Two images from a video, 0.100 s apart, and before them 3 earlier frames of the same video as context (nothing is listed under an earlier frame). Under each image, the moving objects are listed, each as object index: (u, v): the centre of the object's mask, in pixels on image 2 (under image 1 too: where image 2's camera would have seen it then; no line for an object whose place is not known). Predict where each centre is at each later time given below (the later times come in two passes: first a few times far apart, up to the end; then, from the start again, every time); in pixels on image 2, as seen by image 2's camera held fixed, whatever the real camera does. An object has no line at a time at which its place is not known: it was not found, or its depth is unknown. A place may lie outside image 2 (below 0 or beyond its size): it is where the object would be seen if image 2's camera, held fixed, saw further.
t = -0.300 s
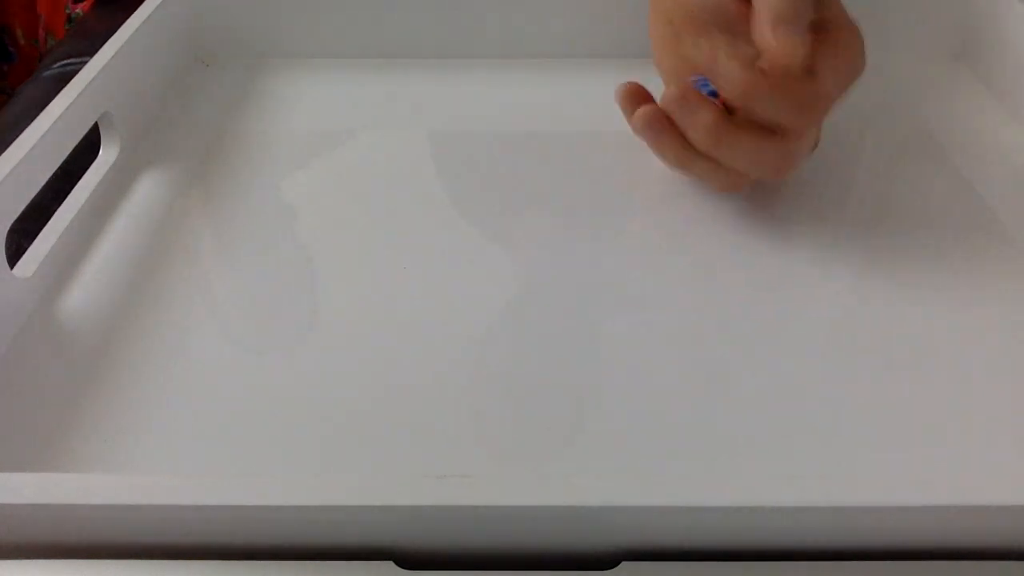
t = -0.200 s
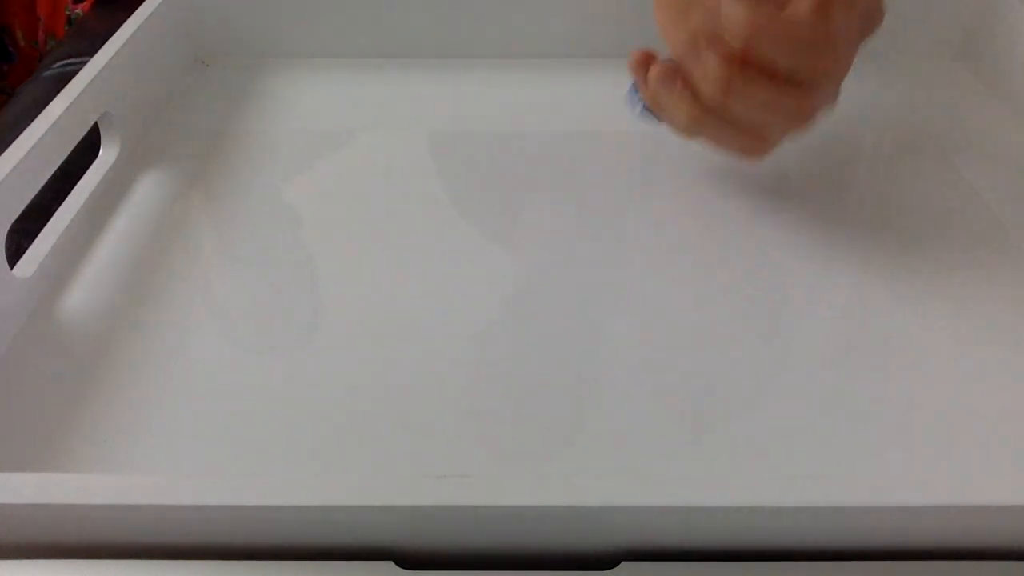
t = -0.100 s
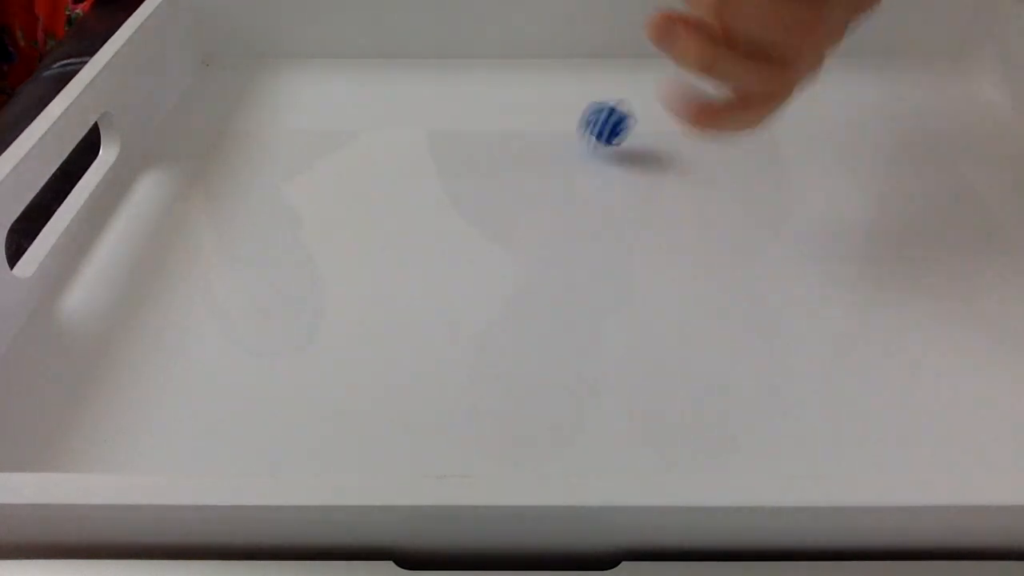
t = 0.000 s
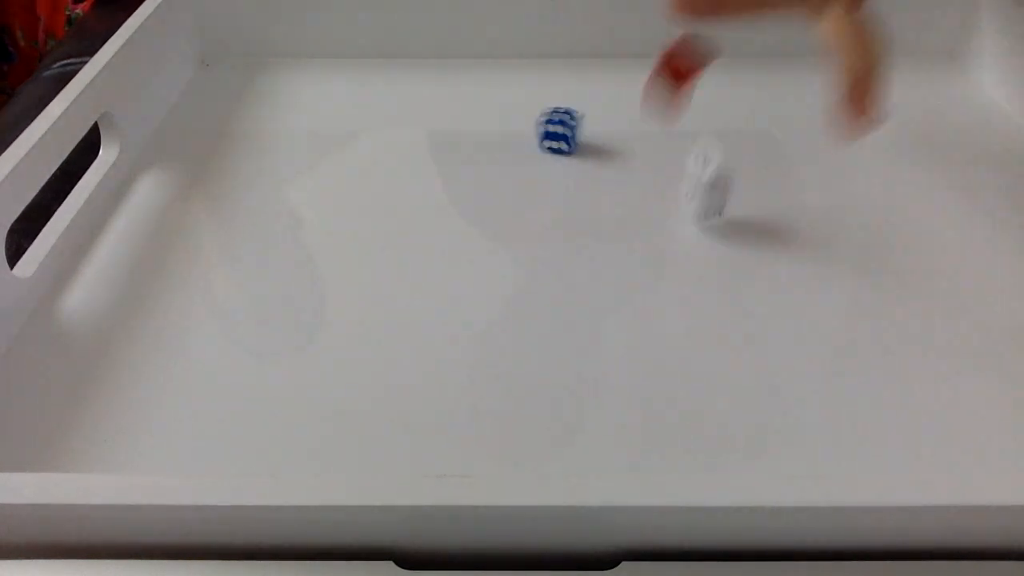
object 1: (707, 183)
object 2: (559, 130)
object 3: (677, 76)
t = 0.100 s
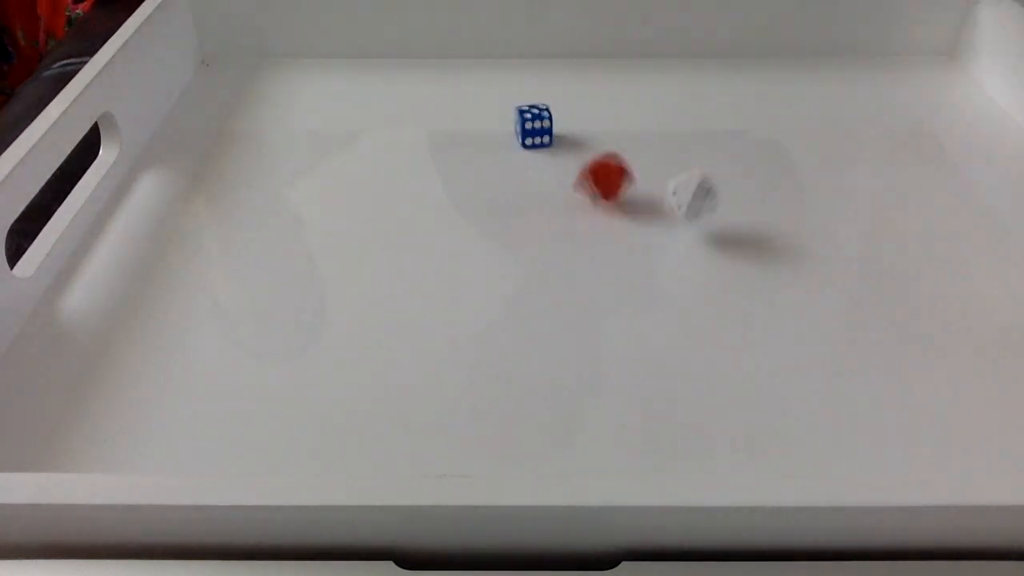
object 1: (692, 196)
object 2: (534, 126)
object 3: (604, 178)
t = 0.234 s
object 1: (669, 231)
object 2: (532, 123)
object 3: (536, 164)
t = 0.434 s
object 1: (651, 238)
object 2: (532, 124)
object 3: (481, 152)
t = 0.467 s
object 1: (651, 239)
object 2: (532, 124)
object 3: (480, 152)
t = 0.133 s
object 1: (685, 211)
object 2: (532, 125)
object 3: (588, 161)
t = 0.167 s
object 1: (679, 215)
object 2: (531, 124)
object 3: (574, 149)
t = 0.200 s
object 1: (672, 228)
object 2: (532, 124)
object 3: (555, 157)
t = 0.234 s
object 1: (669, 231)
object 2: (532, 123)
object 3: (536, 164)
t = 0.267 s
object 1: (663, 235)
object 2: (532, 123)
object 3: (521, 163)
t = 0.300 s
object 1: (656, 238)
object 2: (533, 123)
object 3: (507, 161)
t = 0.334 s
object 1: (651, 238)
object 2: (532, 124)
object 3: (496, 157)
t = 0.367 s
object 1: (651, 238)
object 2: (532, 124)
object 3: (488, 155)
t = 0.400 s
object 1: (651, 239)
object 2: (532, 124)
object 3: (482, 153)
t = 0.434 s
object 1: (651, 238)
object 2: (532, 124)
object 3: (481, 152)
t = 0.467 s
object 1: (651, 239)
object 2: (532, 124)
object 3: (480, 152)
